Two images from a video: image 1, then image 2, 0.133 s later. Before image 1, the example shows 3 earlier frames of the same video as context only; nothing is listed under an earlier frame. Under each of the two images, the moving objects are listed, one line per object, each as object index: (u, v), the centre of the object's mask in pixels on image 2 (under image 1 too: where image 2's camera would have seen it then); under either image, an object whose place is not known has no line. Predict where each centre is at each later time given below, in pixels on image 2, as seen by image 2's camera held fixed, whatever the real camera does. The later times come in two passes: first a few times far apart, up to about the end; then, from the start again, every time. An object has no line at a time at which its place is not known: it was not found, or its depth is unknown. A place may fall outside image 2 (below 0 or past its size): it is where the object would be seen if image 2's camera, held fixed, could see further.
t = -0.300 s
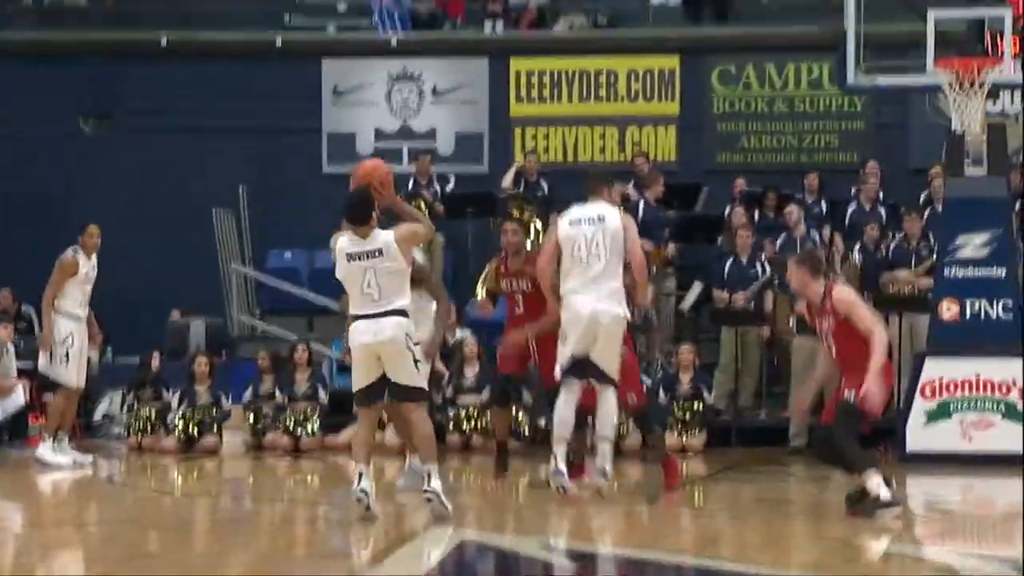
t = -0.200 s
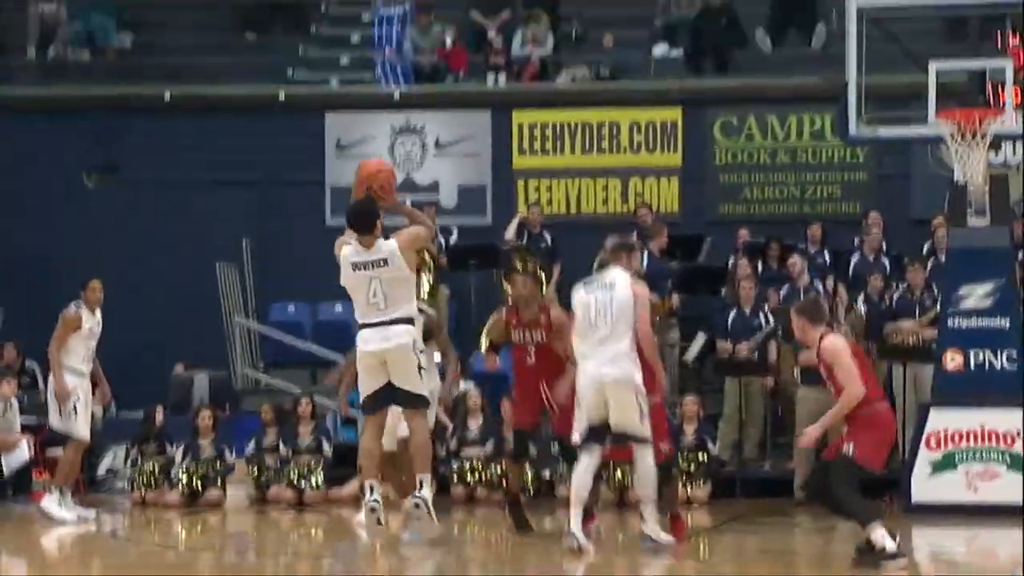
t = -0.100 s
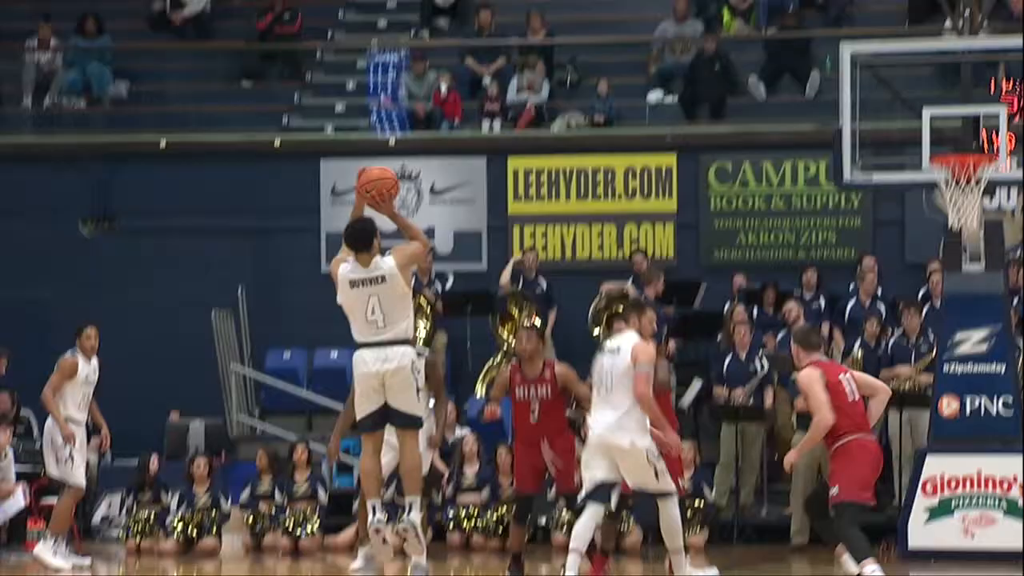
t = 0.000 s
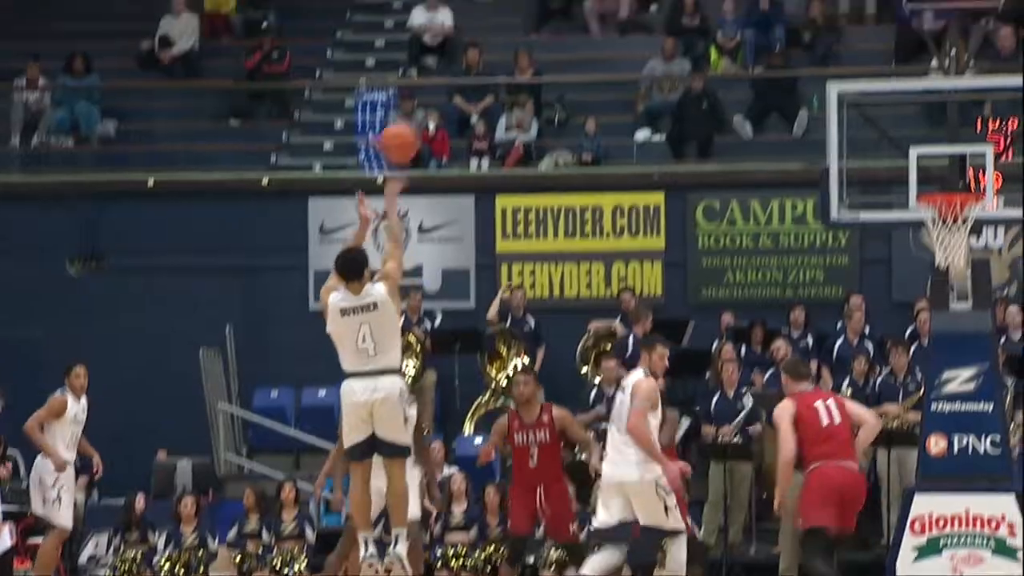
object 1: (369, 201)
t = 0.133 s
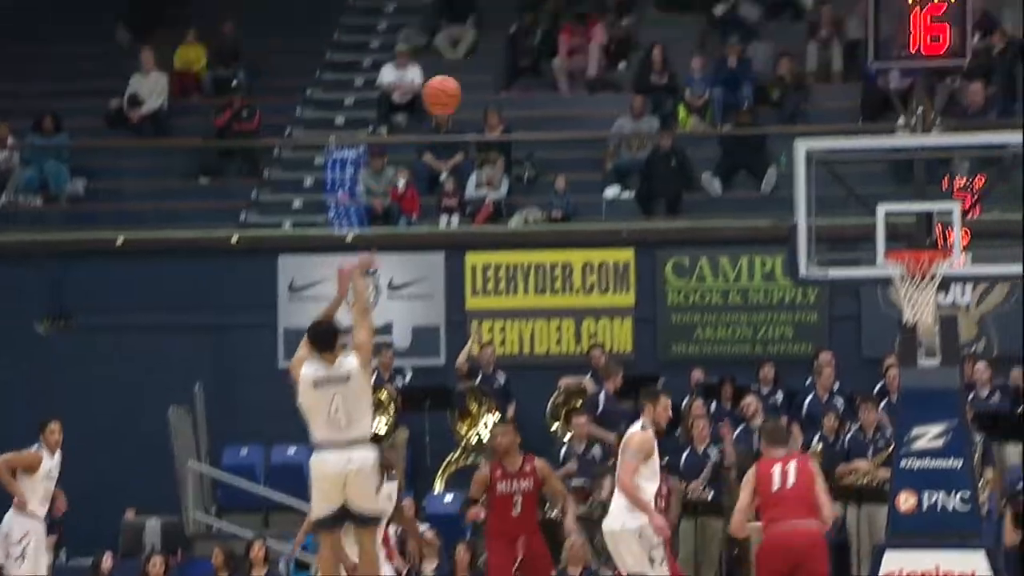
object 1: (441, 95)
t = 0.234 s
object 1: (494, 37)
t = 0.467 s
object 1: (607, -33)
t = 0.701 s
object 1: (710, -23)
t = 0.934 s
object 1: (806, 57)
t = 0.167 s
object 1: (460, 74)
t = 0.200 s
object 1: (477, 55)
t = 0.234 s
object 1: (494, 37)
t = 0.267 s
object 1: (511, 22)
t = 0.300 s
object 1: (527, 8)
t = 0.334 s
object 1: (544, -3)
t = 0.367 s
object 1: (560, -13)
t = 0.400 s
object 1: (576, -21)
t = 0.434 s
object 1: (591, -28)
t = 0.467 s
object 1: (607, -33)
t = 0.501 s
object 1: (622, -36)
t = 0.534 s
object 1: (637, -38)
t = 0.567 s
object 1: (652, -38)
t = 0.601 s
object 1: (667, -36)
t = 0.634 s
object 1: (681, -34)
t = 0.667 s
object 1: (696, -29)
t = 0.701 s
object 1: (710, -23)
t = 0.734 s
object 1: (724, -16)
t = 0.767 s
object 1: (738, -8)
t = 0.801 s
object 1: (752, 4)
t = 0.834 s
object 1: (766, 15)
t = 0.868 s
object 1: (780, 27)
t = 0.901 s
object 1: (793, 41)
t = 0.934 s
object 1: (806, 57)
